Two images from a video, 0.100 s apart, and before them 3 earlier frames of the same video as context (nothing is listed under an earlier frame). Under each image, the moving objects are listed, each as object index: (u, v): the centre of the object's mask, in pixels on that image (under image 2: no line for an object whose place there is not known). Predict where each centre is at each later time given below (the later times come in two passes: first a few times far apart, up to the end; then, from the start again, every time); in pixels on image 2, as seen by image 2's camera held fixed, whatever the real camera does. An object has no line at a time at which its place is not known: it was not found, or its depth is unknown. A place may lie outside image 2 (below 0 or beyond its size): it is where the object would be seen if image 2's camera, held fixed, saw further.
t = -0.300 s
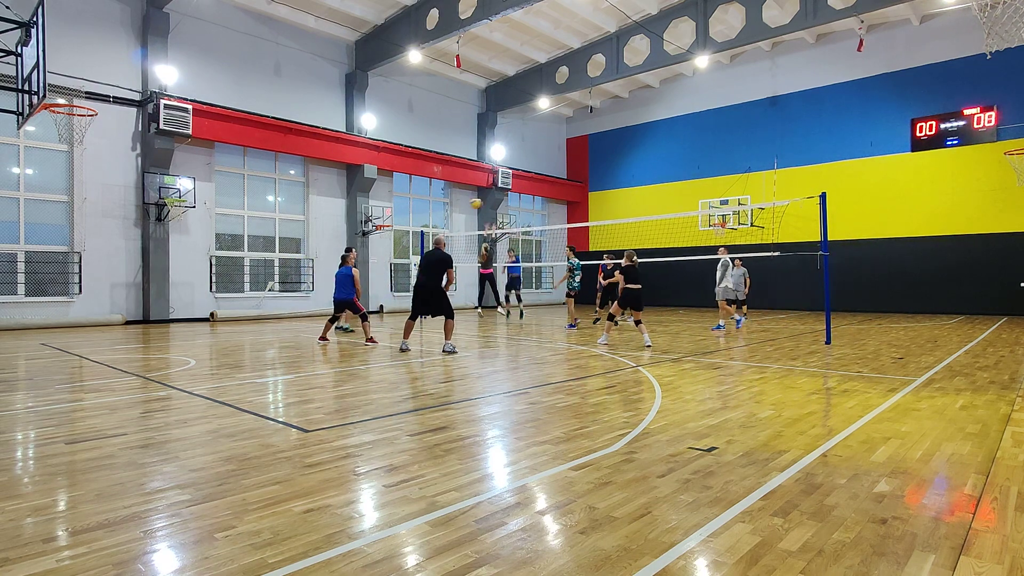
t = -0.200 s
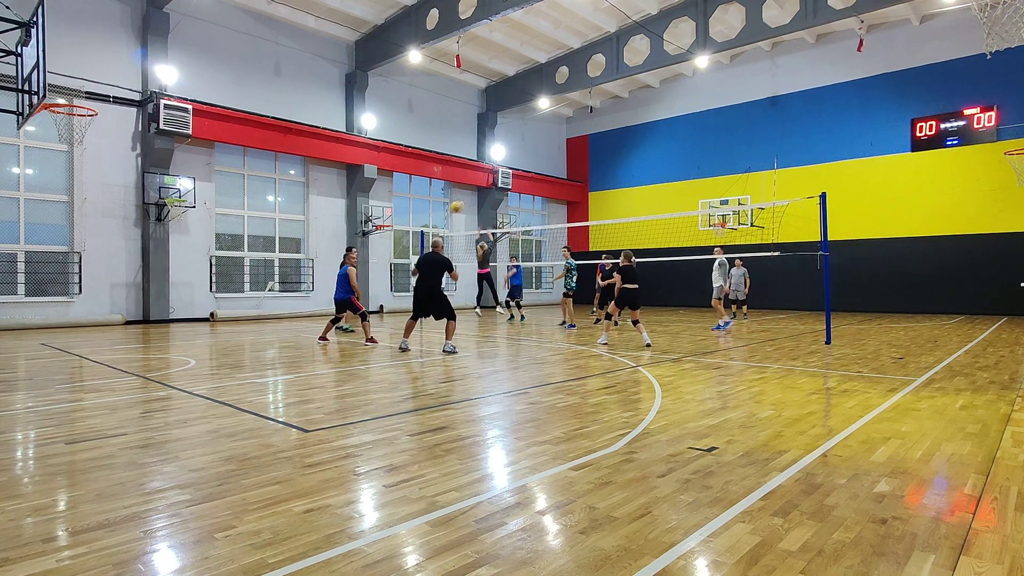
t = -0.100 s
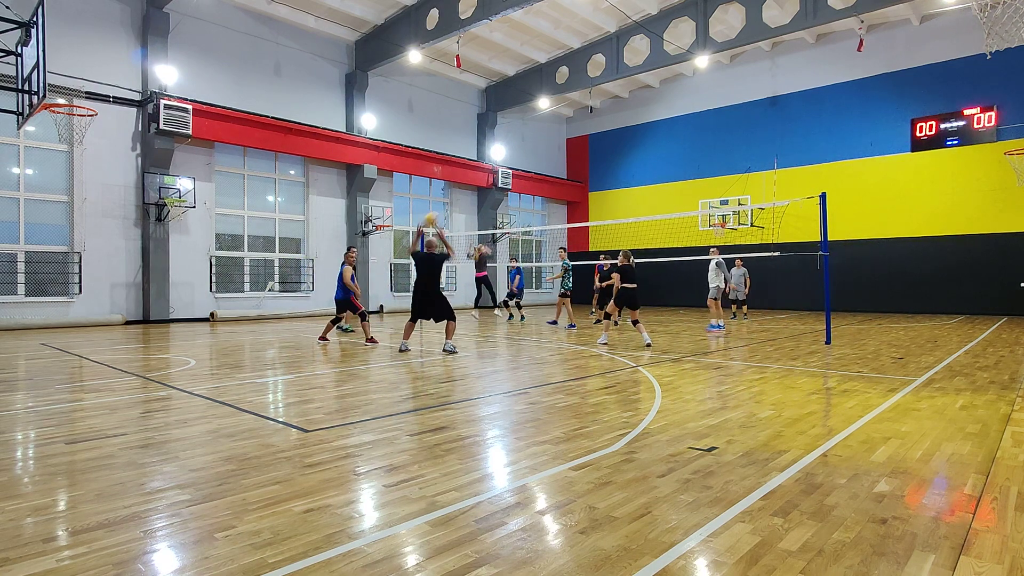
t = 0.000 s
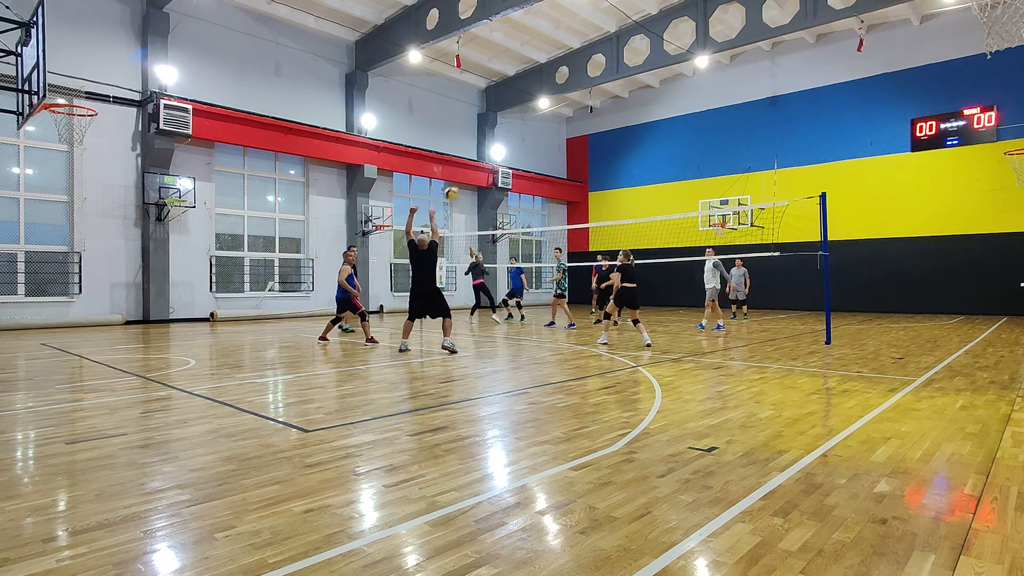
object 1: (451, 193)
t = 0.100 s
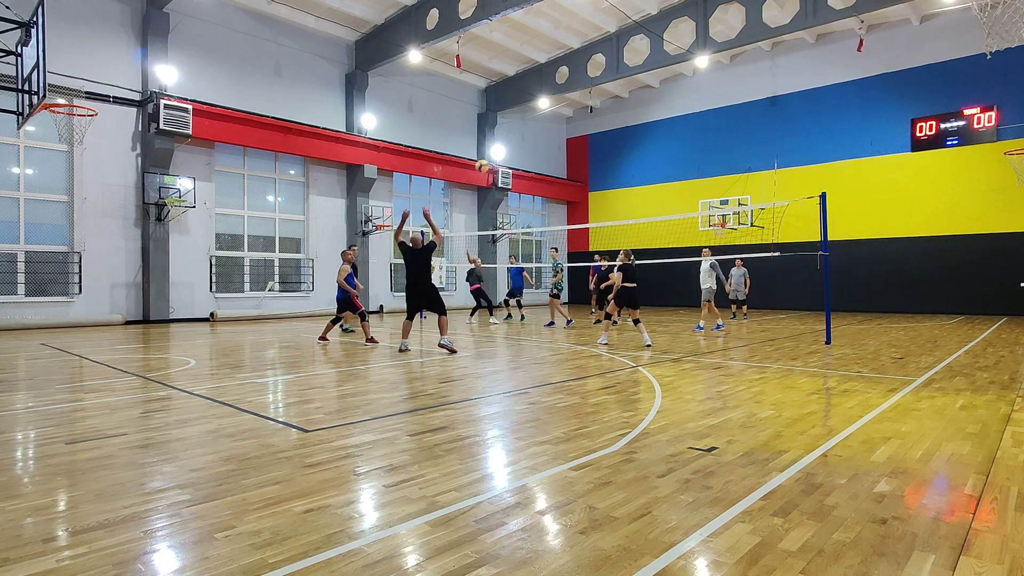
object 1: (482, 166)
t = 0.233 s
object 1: (518, 143)
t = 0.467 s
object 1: (568, 131)
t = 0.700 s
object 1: (610, 146)
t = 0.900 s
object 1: (639, 175)
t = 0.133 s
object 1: (490, 160)
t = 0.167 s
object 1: (501, 153)
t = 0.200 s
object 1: (510, 146)
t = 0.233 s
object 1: (518, 143)
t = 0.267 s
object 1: (526, 139)
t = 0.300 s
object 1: (534, 136)
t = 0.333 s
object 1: (539, 134)
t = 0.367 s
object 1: (547, 133)
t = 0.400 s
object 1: (554, 131)
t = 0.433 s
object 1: (561, 131)
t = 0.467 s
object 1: (568, 131)
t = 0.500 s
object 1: (574, 131)
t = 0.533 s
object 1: (580, 132)
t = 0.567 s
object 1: (587, 134)
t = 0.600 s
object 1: (593, 137)
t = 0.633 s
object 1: (598, 139)
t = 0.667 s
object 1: (604, 142)
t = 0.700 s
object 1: (610, 146)
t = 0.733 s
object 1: (615, 149)
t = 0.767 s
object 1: (620, 154)
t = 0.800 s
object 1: (625, 159)
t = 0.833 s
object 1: (630, 164)
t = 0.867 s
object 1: (634, 169)
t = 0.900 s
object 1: (639, 175)
